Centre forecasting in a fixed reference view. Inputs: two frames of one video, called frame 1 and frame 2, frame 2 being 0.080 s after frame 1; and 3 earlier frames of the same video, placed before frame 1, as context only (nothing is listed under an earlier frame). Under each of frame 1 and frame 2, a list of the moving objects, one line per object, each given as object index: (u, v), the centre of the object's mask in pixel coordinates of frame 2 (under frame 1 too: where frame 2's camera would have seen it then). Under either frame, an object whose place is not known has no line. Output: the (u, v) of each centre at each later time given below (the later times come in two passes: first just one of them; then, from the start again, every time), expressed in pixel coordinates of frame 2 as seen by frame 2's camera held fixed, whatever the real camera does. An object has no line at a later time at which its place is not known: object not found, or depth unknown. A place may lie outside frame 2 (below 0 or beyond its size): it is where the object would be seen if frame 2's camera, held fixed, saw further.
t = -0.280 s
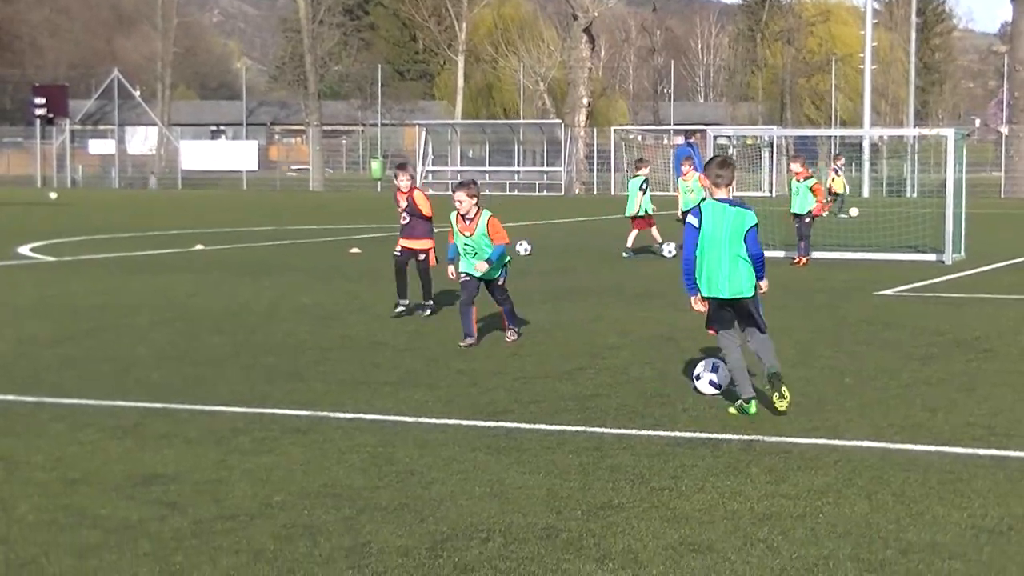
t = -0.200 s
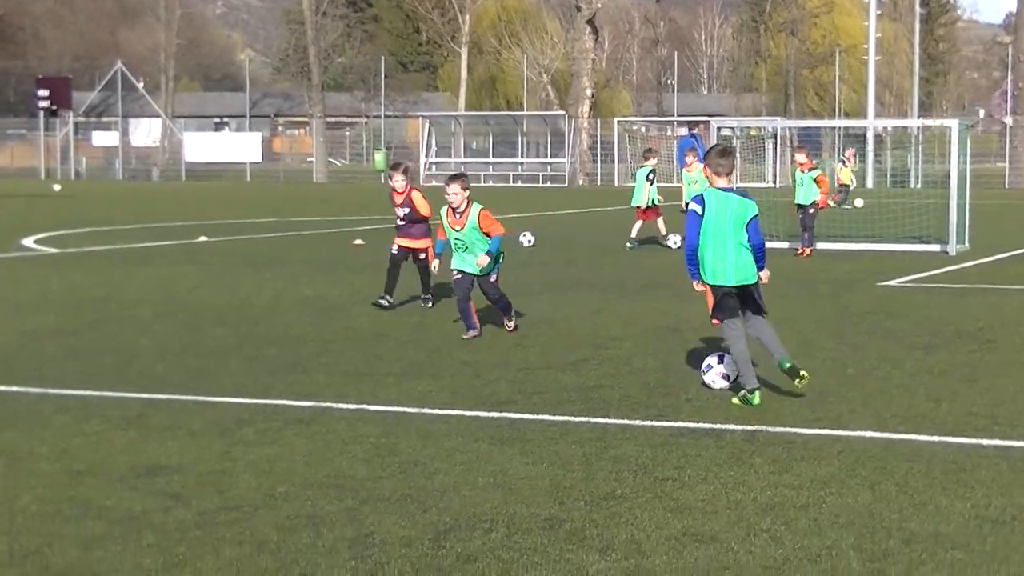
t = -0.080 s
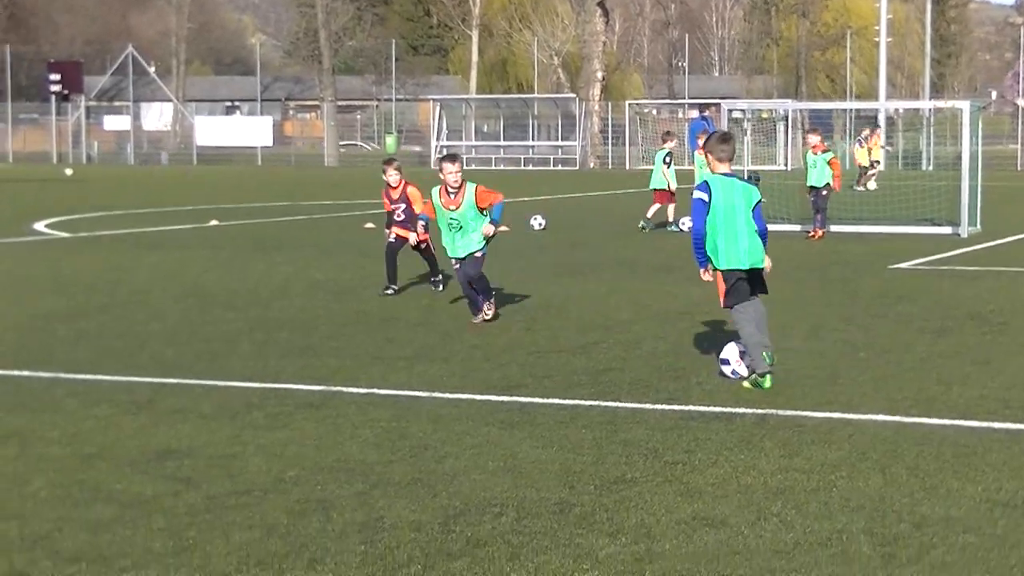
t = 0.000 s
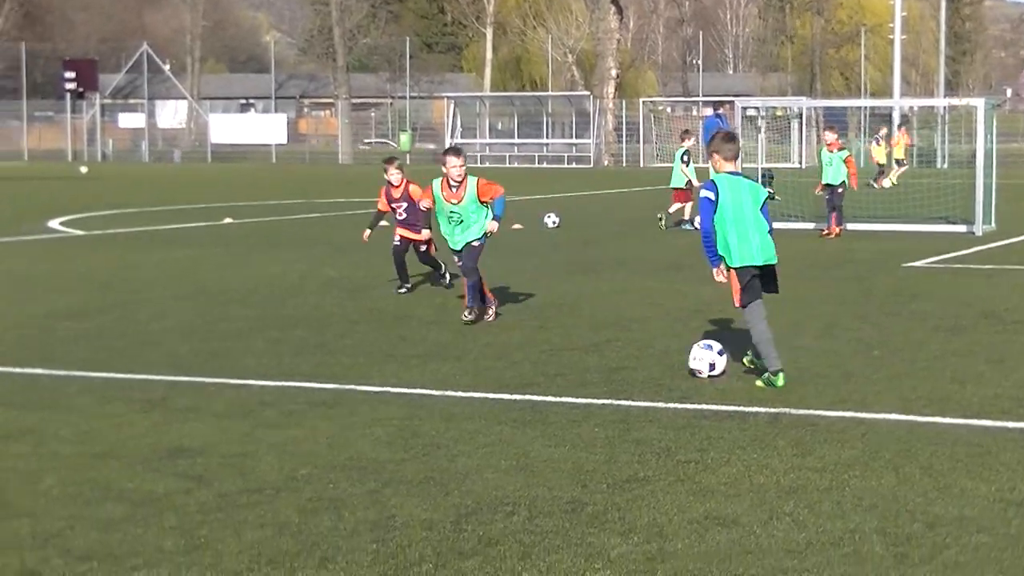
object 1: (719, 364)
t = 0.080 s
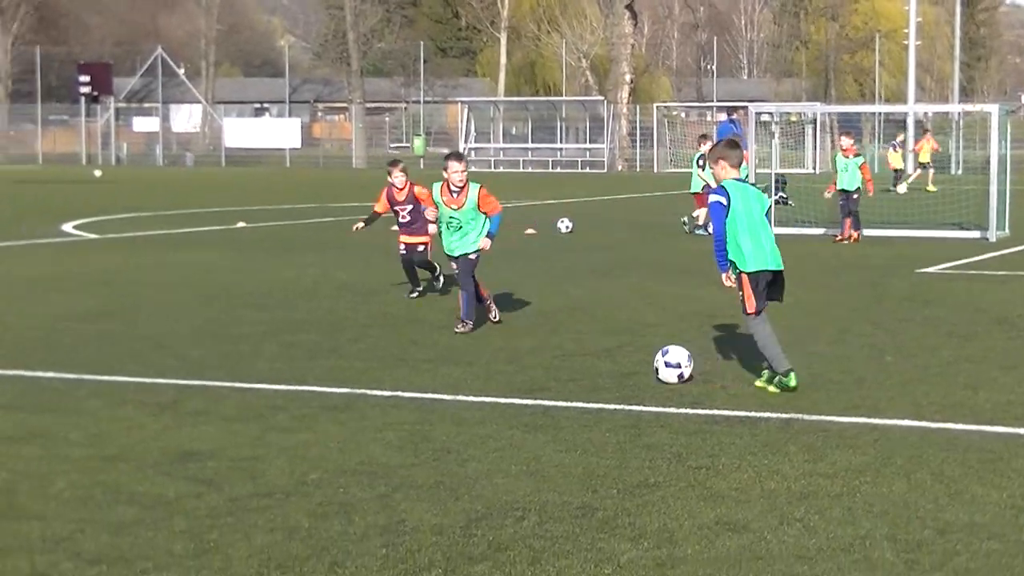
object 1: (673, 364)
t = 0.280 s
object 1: (584, 366)
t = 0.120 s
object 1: (653, 365)
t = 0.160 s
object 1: (634, 365)
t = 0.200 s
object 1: (617, 365)
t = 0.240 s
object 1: (600, 366)
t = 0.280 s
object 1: (584, 366)
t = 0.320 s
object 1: (568, 367)
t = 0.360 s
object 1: (552, 368)
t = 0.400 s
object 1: (537, 367)
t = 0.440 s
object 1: (521, 368)
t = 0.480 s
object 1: (506, 368)
